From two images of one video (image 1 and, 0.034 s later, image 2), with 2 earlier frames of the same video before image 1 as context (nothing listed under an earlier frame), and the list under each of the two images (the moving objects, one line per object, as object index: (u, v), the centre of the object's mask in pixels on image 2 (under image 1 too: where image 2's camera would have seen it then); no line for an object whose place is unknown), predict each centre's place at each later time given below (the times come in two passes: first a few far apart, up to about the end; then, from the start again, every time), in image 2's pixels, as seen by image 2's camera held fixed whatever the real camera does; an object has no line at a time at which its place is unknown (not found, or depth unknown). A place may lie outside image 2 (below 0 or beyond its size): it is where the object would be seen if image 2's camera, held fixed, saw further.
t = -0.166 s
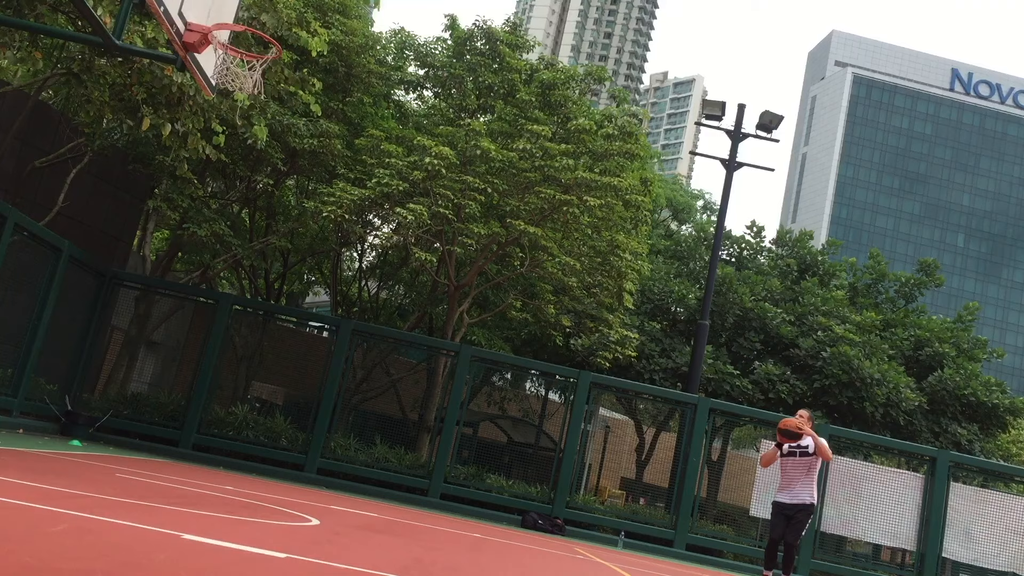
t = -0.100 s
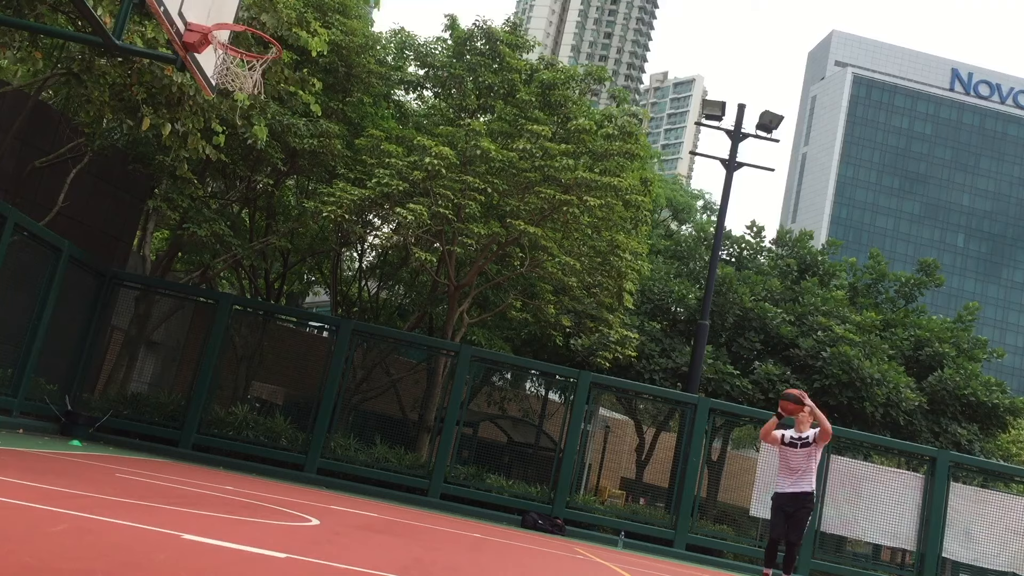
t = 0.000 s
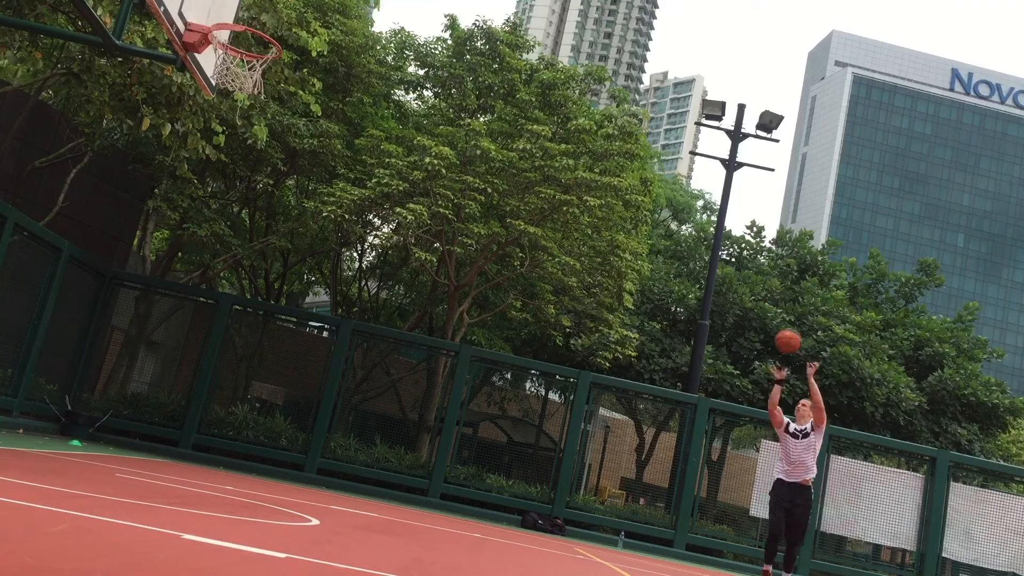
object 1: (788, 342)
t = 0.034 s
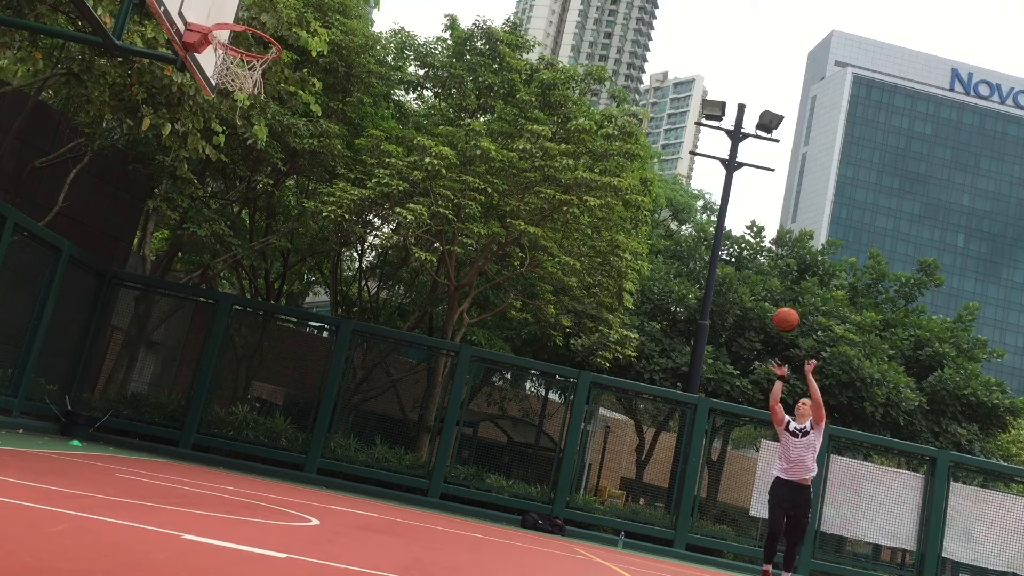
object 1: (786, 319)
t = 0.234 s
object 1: (768, 215)
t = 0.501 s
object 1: (734, 131)
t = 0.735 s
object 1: (691, 113)
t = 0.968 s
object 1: (632, 153)
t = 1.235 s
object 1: (538, 288)
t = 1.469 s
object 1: (422, 514)
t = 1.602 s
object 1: (430, 398)
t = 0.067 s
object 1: (783, 300)
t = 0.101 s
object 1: (781, 281)
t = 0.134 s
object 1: (778, 263)
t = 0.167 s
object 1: (776, 246)
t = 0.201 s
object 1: (772, 230)
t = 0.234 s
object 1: (768, 215)
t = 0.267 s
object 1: (765, 201)
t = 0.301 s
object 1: (761, 188)
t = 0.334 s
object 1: (757, 176)
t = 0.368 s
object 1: (753, 165)
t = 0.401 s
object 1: (749, 155)
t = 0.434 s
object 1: (744, 145)
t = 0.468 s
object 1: (739, 138)
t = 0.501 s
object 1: (734, 131)
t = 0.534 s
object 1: (729, 125)
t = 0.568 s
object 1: (723, 121)
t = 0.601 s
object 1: (717, 116)
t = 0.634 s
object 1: (711, 113)
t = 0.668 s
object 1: (704, 112)
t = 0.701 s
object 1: (698, 112)
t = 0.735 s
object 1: (691, 113)
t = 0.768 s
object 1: (683, 115)
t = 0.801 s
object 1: (675, 118)
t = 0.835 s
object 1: (667, 122)
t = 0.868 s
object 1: (659, 128)
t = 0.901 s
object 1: (650, 134)
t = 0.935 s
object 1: (641, 142)
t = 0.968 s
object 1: (632, 153)
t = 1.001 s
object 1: (621, 164)
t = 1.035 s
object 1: (611, 177)
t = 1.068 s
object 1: (601, 191)
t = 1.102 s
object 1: (589, 207)
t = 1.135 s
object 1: (577, 225)
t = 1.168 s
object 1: (565, 244)
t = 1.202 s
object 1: (552, 265)
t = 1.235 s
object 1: (538, 288)
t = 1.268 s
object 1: (524, 314)
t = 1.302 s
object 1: (509, 341)
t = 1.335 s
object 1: (494, 370)
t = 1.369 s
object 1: (477, 403)
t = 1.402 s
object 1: (460, 437)
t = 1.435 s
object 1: (442, 474)
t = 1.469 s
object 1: (422, 514)
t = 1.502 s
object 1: (420, 498)
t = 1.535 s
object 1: (424, 463)
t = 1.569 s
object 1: (427, 430)
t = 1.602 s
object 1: (430, 398)
